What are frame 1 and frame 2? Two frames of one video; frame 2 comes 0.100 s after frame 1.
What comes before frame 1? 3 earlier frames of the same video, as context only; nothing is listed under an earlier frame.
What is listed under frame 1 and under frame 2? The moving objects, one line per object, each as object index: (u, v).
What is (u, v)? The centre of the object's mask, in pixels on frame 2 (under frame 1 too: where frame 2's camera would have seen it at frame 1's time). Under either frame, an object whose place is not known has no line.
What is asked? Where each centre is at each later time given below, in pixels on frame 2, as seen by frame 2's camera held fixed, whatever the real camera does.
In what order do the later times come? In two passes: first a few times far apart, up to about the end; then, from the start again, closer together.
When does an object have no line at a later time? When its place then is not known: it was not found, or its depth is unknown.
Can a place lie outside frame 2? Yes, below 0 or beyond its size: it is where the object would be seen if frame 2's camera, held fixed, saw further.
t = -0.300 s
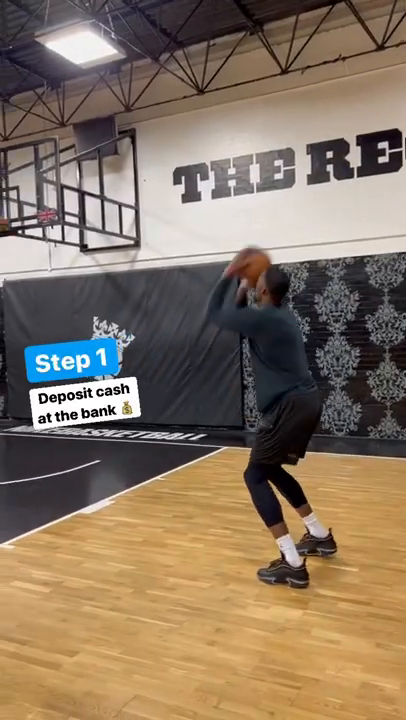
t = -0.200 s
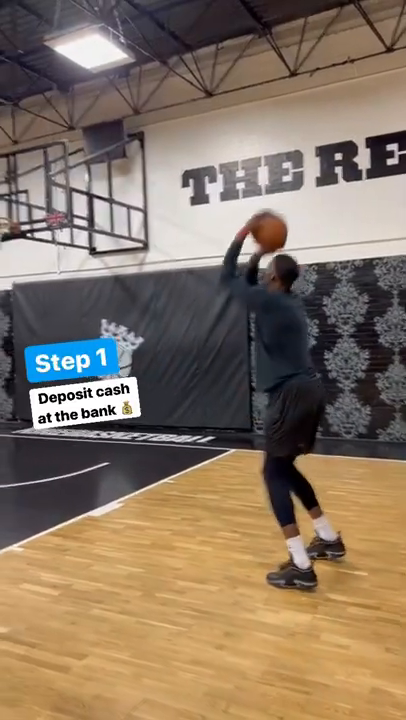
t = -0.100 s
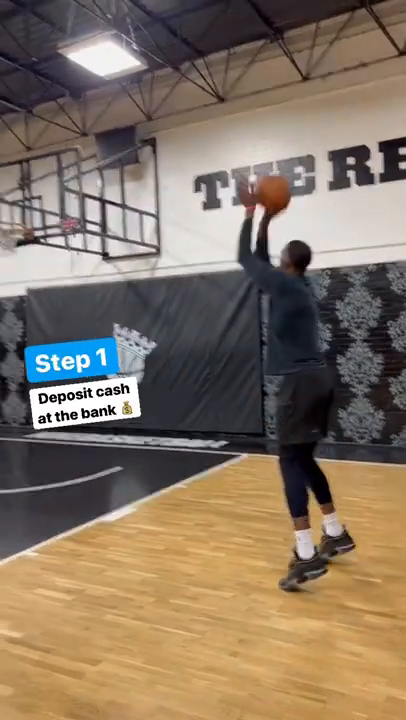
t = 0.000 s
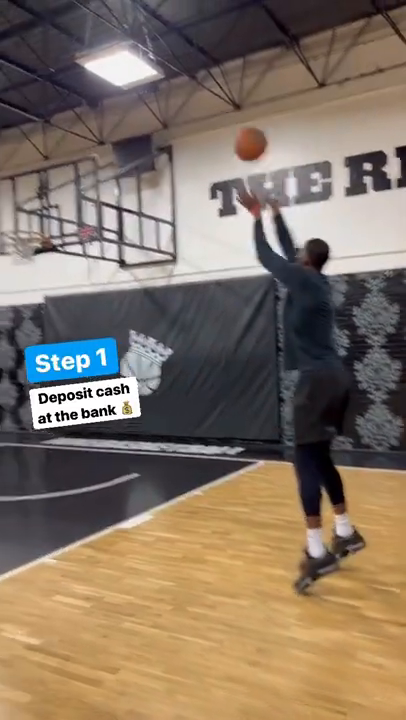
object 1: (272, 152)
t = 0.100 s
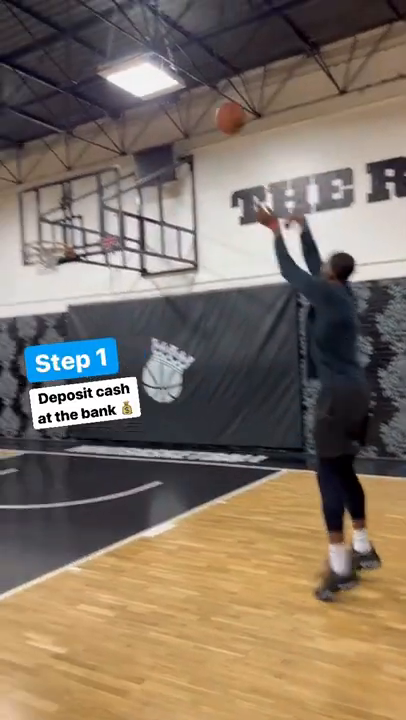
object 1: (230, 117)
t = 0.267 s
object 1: (179, 98)
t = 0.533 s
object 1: (121, 122)
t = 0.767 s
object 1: (87, 183)
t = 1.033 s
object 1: (39, 255)
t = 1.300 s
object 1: (50, 316)
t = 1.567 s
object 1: (65, 428)
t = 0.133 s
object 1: (218, 110)
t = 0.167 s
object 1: (207, 105)
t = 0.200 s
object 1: (197, 101)
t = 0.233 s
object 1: (187, 98)
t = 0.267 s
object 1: (179, 98)
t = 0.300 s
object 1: (169, 98)
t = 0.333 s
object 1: (162, 98)
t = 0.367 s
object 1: (154, 101)
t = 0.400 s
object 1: (147, 103)
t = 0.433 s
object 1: (140, 108)
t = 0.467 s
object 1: (132, 111)
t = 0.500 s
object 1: (126, 115)
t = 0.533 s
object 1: (121, 122)
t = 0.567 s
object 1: (115, 129)
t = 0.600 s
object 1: (110, 136)
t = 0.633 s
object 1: (104, 144)
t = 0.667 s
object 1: (100, 153)
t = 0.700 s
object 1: (95, 162)
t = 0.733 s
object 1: (91, 172)
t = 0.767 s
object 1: (87, 183)
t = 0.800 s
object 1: (83, 194)
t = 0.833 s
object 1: (79, 204)
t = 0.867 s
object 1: (71, 212)
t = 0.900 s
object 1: (64, 220)
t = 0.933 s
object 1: (56, 228)
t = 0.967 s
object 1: (46, 237)
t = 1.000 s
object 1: (39, 248)
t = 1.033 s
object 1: (39, 255)
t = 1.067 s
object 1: (37, 263)
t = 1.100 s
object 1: (39, 269)
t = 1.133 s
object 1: (41, 275)
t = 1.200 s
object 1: (44, 288)
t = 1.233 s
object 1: (46, 296)
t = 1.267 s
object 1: (48, 306)
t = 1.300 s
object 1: (50, 316)
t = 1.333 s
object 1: (52, 326)
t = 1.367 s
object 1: (54, 337)
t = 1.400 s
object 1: (56, 351)
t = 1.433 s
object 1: (57, 364)
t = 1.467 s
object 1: (59, 378)
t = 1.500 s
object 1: (62, 395)
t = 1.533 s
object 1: (64, 411)
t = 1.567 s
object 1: (65, 428)
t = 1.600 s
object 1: (67, 445)
